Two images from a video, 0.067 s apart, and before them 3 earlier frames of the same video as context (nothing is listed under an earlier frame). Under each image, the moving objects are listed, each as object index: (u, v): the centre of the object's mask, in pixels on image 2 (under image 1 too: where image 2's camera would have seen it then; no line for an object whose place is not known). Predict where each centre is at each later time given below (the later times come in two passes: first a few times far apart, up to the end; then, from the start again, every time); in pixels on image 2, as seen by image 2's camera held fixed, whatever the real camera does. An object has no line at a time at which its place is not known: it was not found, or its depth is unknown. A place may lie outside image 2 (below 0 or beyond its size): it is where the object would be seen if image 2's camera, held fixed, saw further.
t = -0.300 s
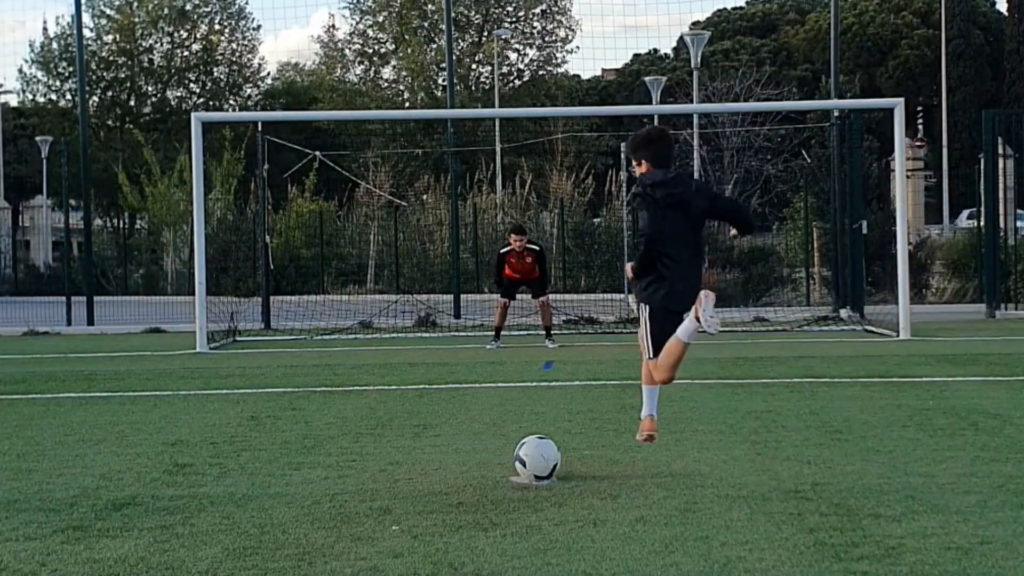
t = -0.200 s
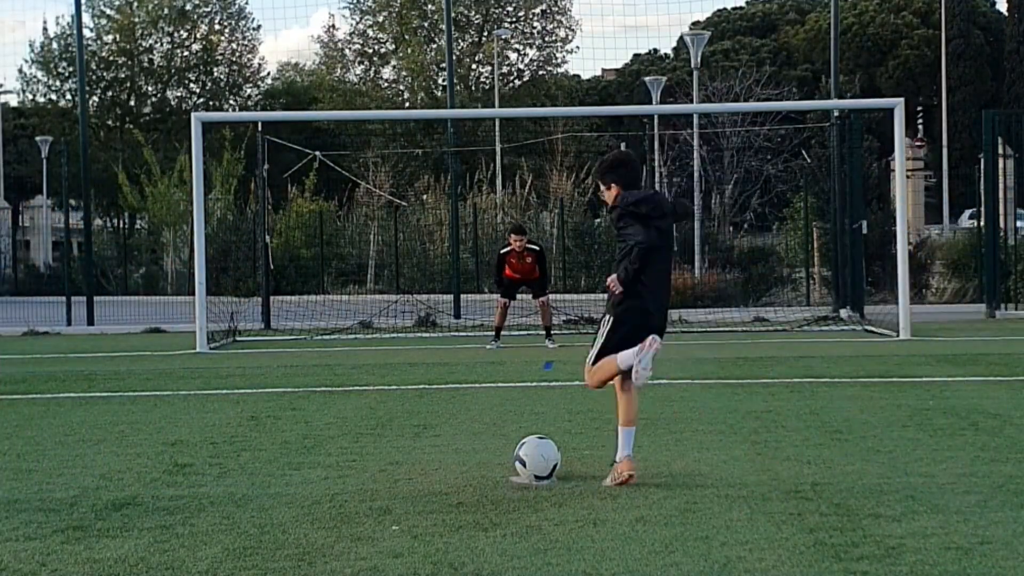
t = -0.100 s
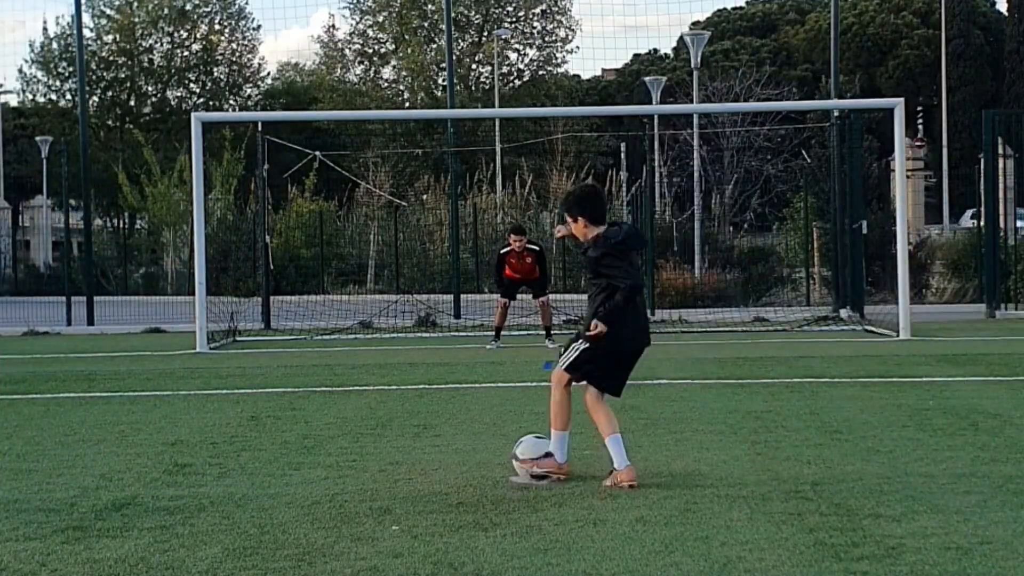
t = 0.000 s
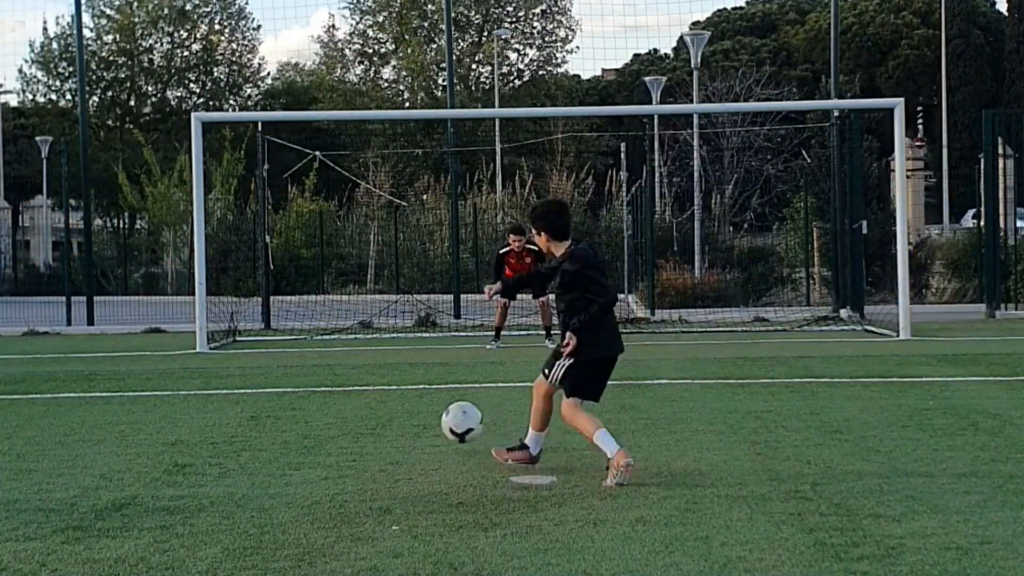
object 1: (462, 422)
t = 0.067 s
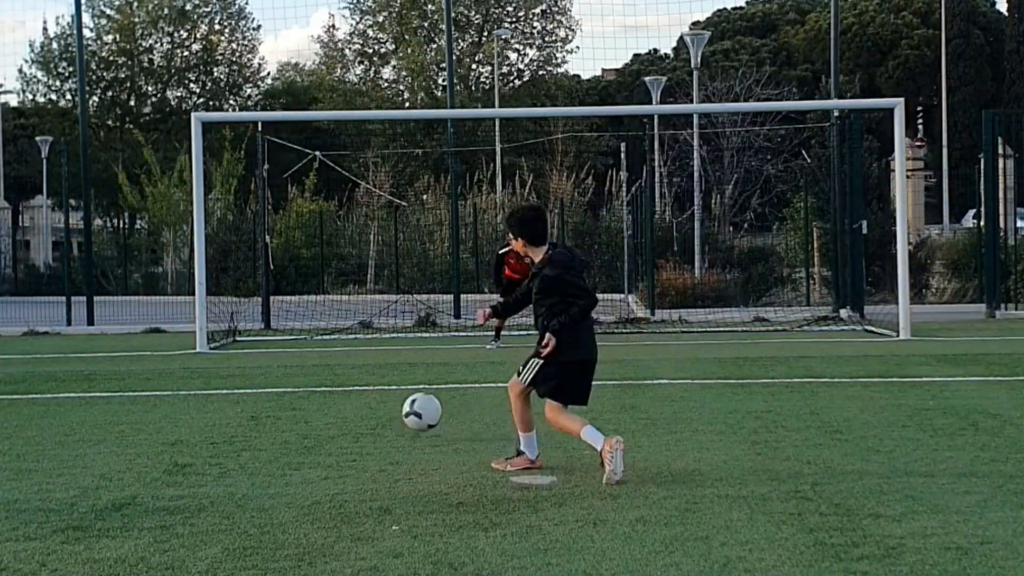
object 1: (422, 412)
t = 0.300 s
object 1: (330, 385)
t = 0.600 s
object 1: (274, 371)
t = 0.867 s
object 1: (250, 359)
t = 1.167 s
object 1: (234, 349)
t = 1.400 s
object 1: (221, 344)
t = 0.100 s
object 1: (404, 410)
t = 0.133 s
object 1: (388, 409)
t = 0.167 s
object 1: (374, 409)
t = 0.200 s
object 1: (362, 401)
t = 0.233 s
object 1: (351, 394)
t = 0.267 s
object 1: (340, 389)
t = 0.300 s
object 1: (330, 385)
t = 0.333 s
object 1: (321, 384)
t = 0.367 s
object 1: (313, 384)
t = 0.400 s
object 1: (306, 385)
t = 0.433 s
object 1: (299, 381)
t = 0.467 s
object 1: (294, 376)
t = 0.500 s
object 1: (288, 372)
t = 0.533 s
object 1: (283, 370)
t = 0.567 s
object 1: (279, 370)
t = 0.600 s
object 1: (274, 371)
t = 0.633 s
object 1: (270, 370)
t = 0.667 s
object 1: (267, 366)
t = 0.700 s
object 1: (263, 362)
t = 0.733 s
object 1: (261, 360)
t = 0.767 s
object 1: (257, 360)
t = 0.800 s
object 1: (255, 361)
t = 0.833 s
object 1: (252, 362)
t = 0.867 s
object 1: (250, 359)
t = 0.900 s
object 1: (248, 356)
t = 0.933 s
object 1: (246, 355)
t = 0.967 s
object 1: (244, 356)
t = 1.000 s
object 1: (242, 355)
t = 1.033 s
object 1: (241, 353)
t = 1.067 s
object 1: (239, 351)
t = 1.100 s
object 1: (237, 351)
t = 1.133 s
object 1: (236, 352)
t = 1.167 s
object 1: (234, 349)
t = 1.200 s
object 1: (233, 348)
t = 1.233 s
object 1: (232, 348)
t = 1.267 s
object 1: (230, 348)
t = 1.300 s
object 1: (229, 346)
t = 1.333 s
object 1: (228, 346)
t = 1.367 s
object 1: (226, 345)
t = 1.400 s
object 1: (221, 344)
